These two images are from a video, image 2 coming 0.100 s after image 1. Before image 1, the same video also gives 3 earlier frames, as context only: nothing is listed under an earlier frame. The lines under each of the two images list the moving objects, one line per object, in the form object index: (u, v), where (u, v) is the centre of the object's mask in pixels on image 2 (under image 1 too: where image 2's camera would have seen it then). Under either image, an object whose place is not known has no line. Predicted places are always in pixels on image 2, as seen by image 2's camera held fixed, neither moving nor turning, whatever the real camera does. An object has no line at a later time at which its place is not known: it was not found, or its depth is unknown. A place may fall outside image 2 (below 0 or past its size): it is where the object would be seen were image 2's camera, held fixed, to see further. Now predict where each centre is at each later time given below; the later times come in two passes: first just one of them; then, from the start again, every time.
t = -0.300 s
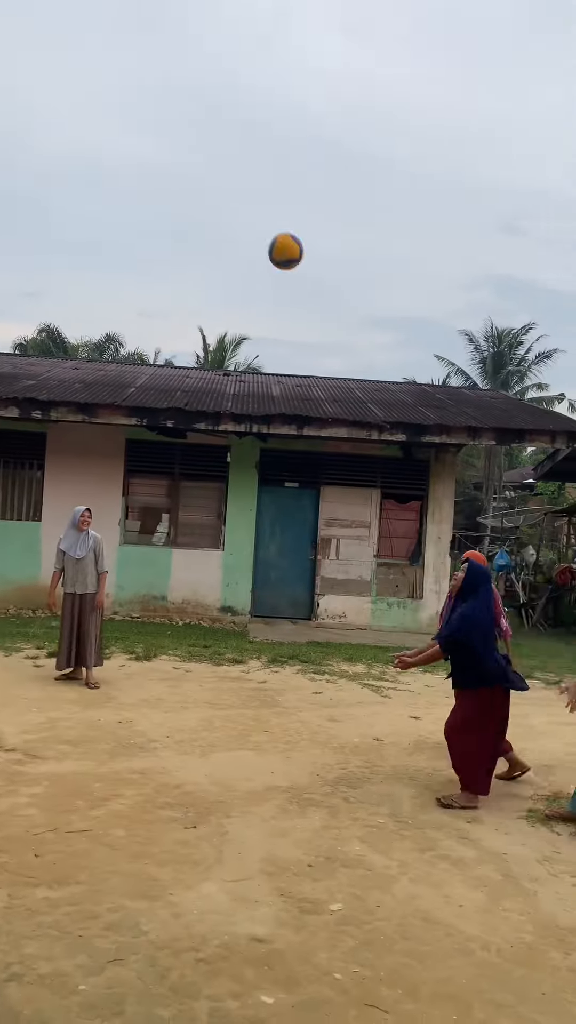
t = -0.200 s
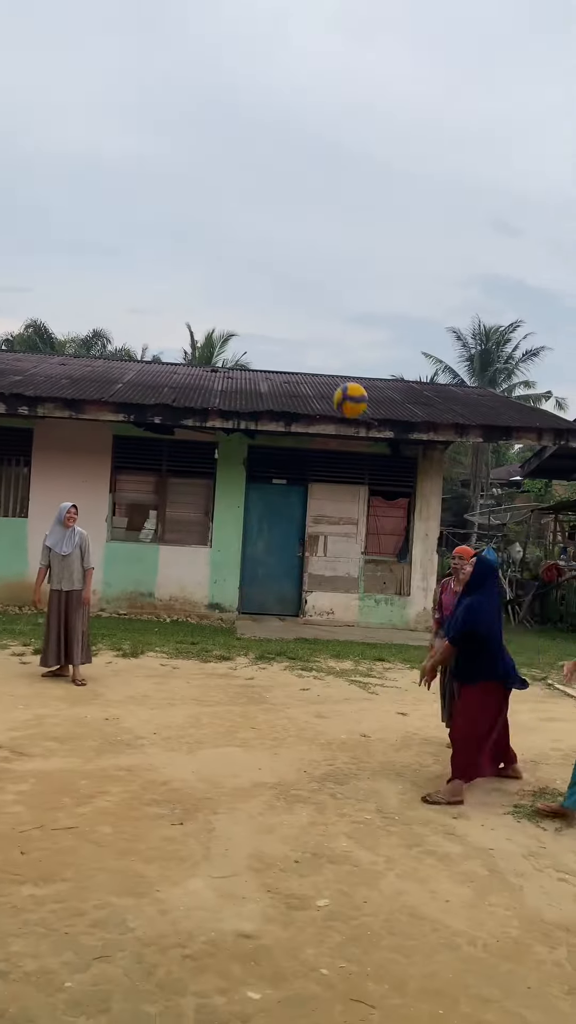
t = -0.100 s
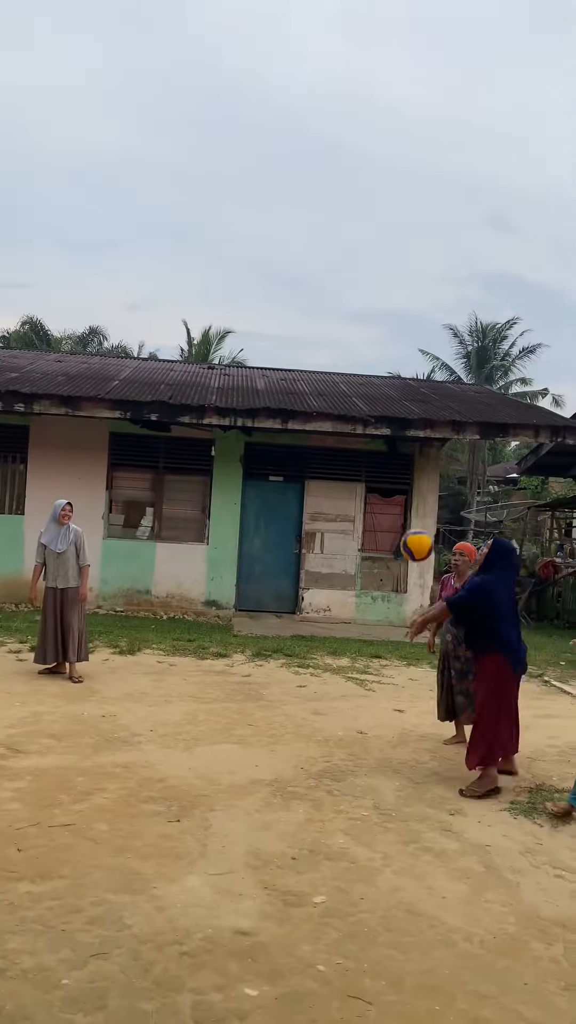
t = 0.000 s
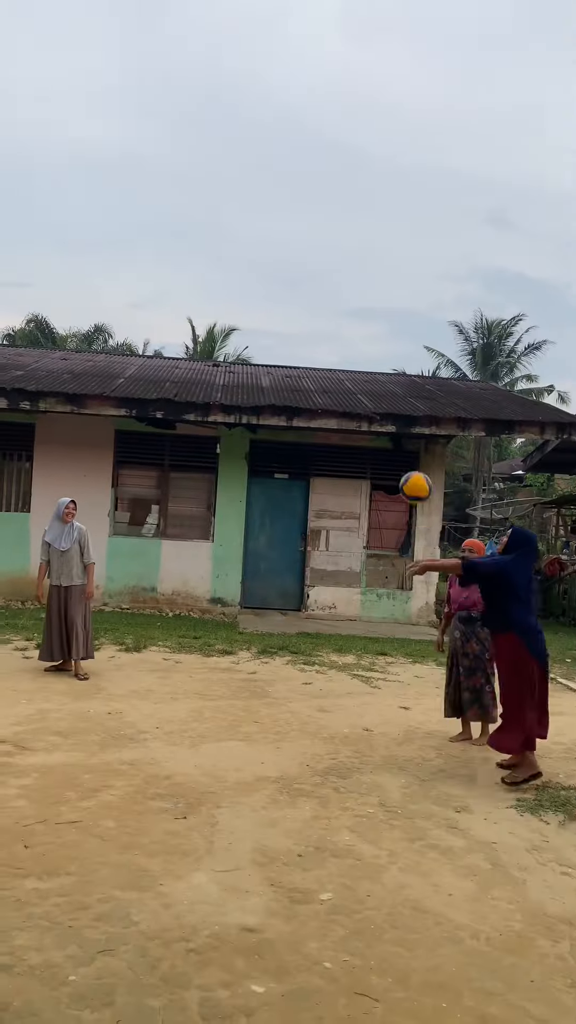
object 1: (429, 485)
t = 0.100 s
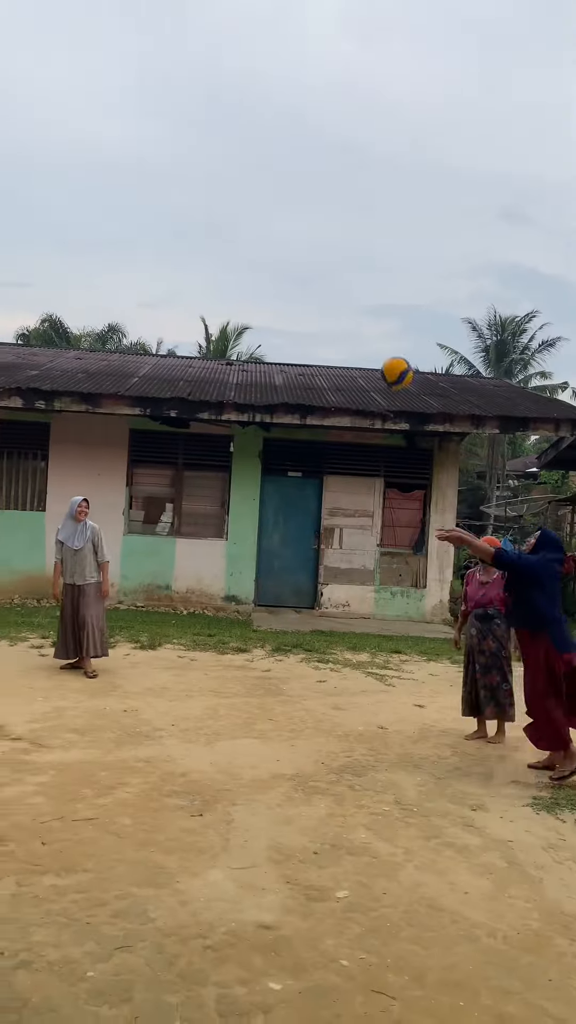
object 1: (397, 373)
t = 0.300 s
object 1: (334, 205)
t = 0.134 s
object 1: (386, 339)
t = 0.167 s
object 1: (375, 308)
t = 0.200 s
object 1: (365, 279)
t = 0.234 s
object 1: (354, 252)
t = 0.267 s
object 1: (344, 227)
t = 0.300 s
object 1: (334, 205)
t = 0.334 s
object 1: (323, 184)
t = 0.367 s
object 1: (312, 166)
